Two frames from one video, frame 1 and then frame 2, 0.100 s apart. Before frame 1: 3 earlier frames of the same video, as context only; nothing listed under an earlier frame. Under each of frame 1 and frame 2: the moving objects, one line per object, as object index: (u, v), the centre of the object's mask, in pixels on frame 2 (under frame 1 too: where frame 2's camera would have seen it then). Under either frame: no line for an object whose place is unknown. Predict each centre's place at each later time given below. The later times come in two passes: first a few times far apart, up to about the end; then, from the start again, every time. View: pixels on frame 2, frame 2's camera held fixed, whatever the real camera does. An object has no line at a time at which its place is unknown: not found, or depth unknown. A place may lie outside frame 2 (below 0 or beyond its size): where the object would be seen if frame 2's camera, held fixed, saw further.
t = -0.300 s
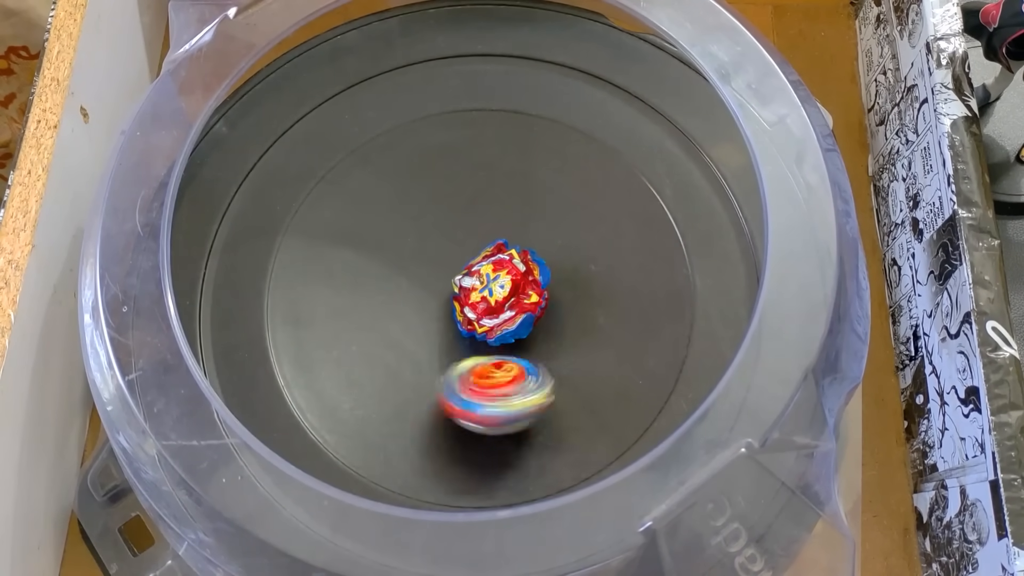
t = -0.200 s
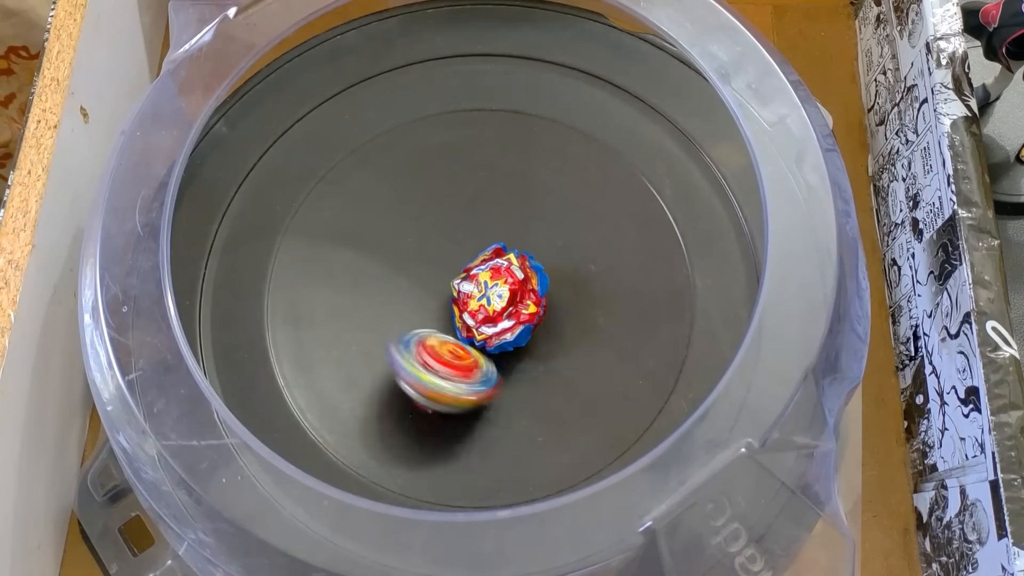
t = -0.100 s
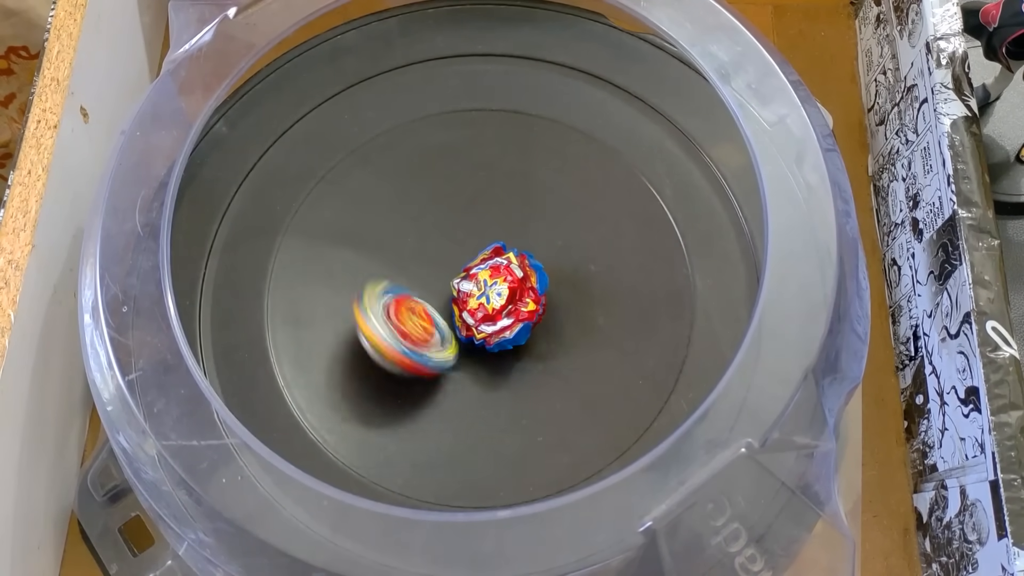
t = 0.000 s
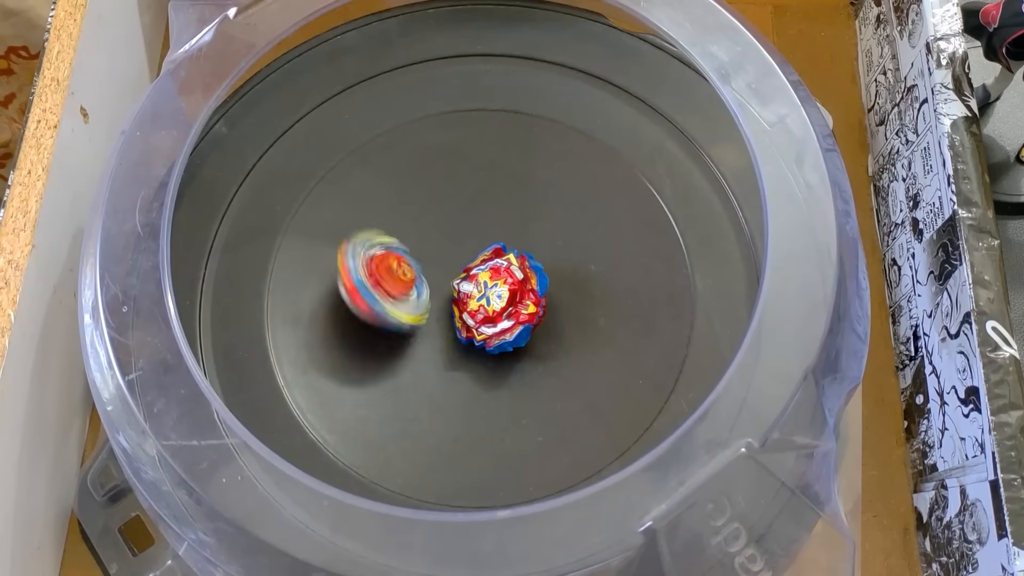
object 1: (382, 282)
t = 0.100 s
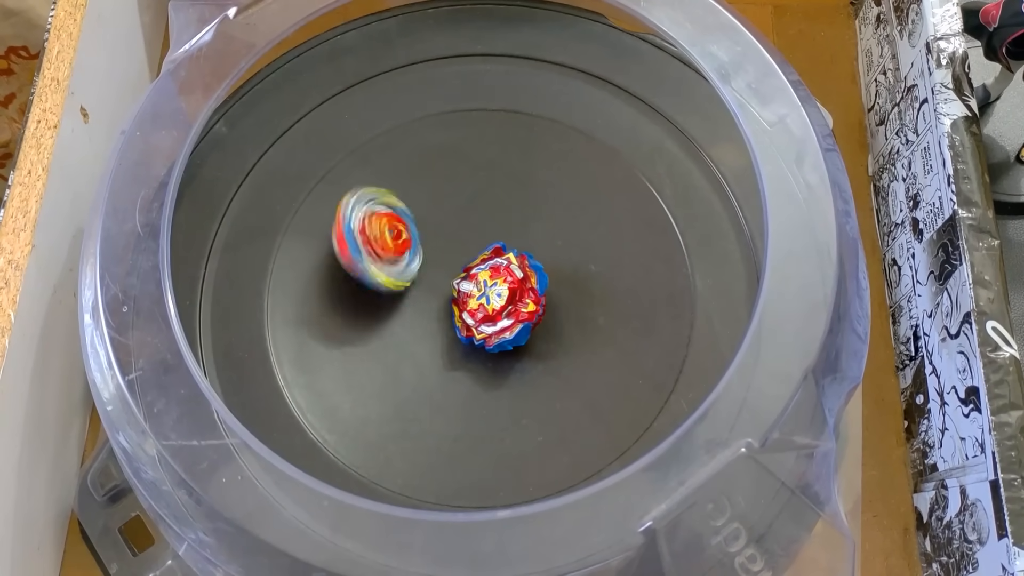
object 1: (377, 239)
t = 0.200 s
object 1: (384, 212)
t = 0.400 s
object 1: (436, 202)
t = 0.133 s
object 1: (378, 228)
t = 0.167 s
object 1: (380, 219)
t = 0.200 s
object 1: (384, 212)
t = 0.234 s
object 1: (389, 207)
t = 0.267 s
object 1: (396, 203)
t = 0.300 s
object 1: (404, 201)
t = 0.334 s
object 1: (412, 200)
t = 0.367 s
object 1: (423, 201)
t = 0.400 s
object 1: (436, 202)
